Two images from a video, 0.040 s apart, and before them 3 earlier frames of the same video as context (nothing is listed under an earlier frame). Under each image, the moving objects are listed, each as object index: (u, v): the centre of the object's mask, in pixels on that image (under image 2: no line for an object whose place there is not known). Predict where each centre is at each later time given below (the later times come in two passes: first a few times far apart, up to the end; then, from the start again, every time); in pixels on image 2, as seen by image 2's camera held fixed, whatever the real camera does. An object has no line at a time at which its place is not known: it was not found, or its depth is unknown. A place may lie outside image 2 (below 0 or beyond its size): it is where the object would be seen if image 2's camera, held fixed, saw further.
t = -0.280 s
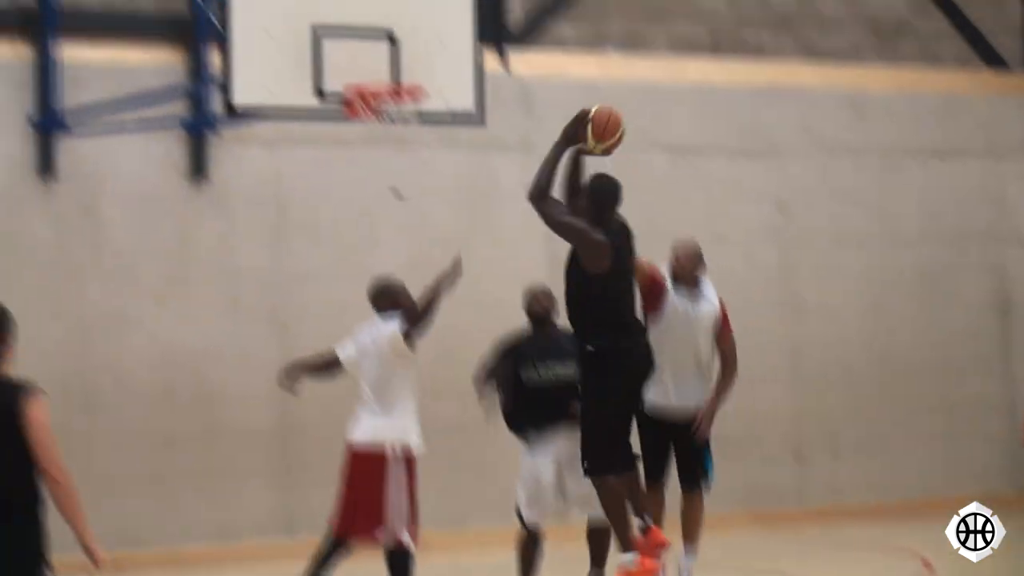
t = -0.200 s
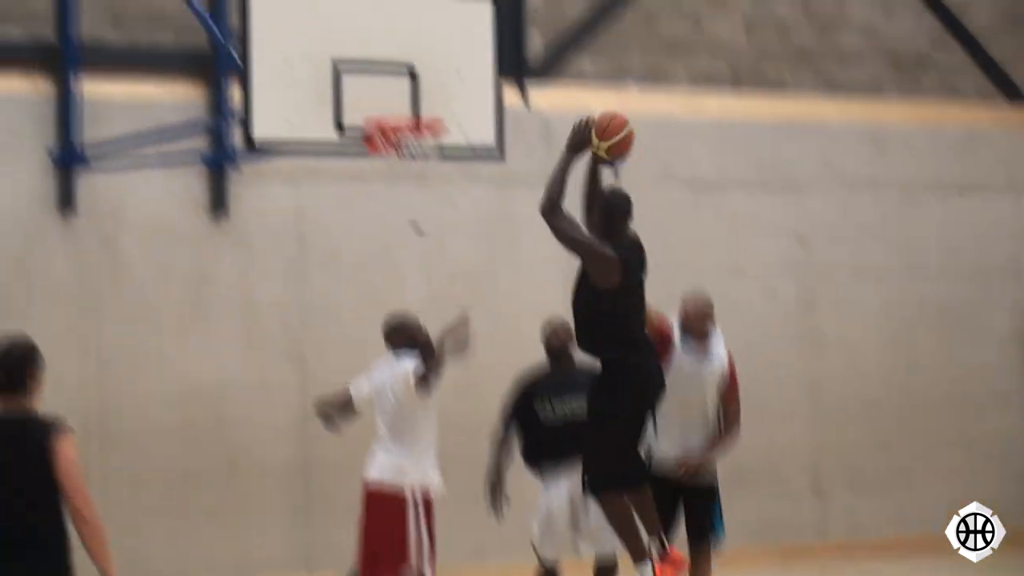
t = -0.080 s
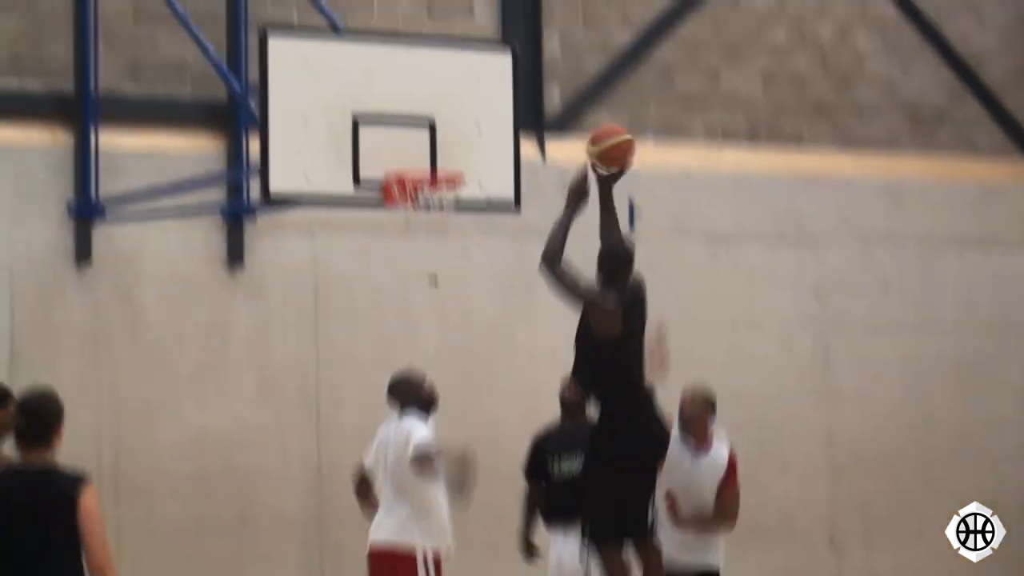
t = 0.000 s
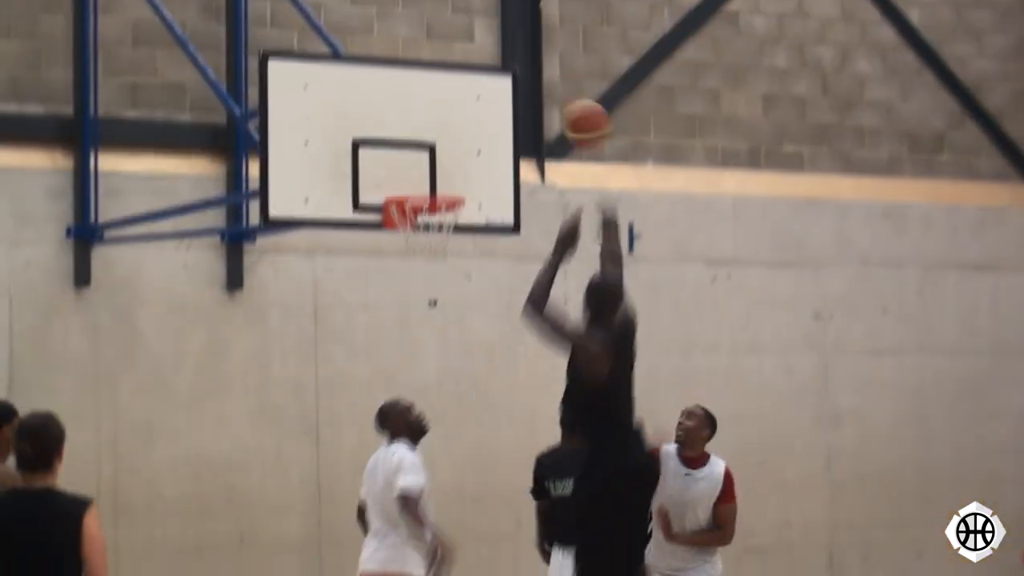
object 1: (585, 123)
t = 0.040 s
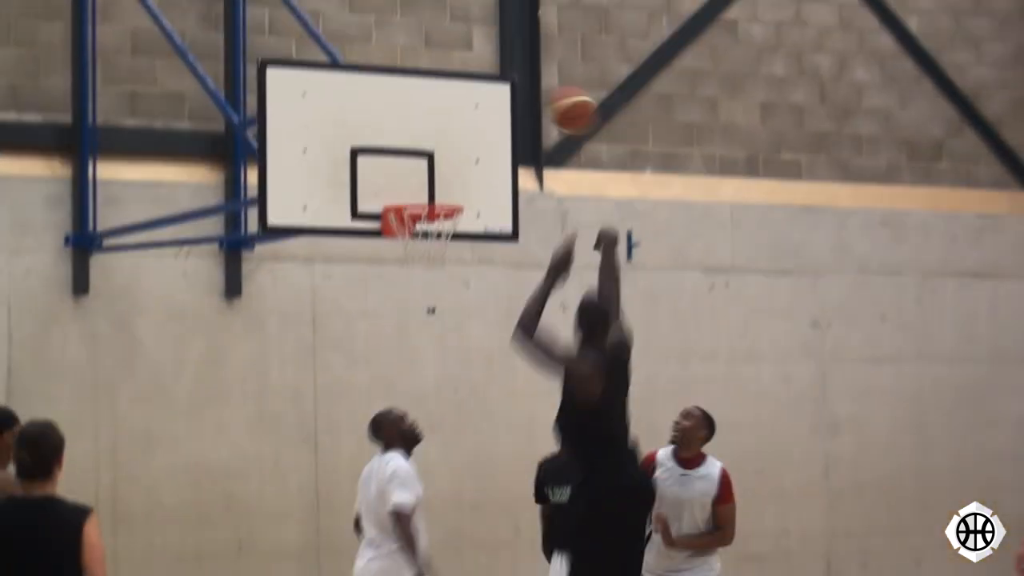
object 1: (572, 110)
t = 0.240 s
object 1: (516, 58)
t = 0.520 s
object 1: (448, 103)
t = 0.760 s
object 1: (411, 233)
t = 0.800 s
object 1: (418, 240)
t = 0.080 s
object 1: (560, 94)
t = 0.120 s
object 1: (548, 80)
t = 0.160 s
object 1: (537, 69)
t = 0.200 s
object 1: (526, 63)
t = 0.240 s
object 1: (516, 58)
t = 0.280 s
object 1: (507, 56)
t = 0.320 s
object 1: (497, 57)
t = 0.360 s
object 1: (487, 61)
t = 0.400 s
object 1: (477, 68)
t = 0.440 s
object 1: (467, 77)
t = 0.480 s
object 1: (457, 90)
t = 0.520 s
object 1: (448, 103)
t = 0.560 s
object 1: (441, 119)
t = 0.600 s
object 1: (432, 137)
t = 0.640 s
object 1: (423, 159)
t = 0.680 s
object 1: (414, 182)
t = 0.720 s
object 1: (408, 208)
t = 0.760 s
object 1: (411, 233)
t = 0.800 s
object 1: (418, 240)
